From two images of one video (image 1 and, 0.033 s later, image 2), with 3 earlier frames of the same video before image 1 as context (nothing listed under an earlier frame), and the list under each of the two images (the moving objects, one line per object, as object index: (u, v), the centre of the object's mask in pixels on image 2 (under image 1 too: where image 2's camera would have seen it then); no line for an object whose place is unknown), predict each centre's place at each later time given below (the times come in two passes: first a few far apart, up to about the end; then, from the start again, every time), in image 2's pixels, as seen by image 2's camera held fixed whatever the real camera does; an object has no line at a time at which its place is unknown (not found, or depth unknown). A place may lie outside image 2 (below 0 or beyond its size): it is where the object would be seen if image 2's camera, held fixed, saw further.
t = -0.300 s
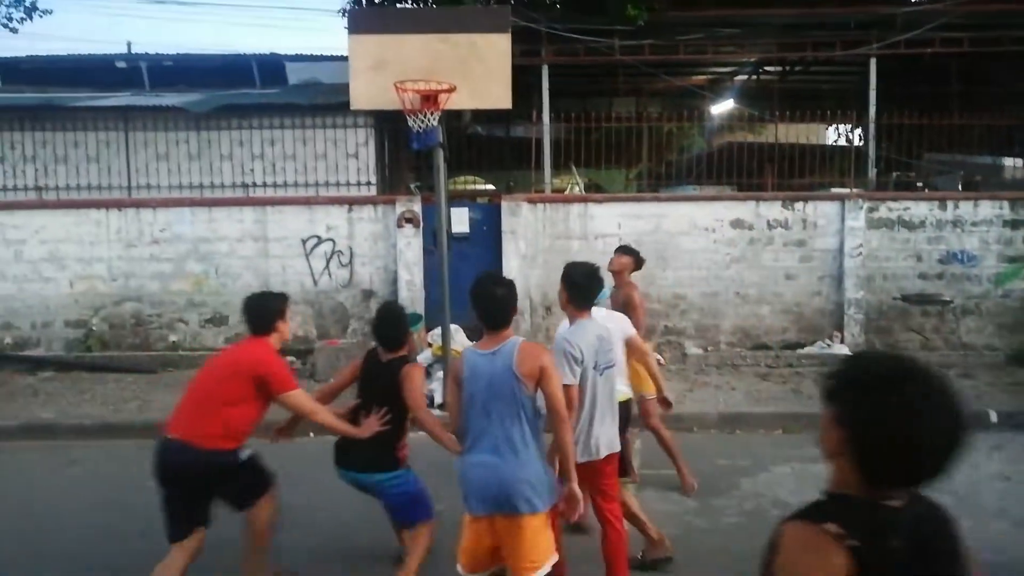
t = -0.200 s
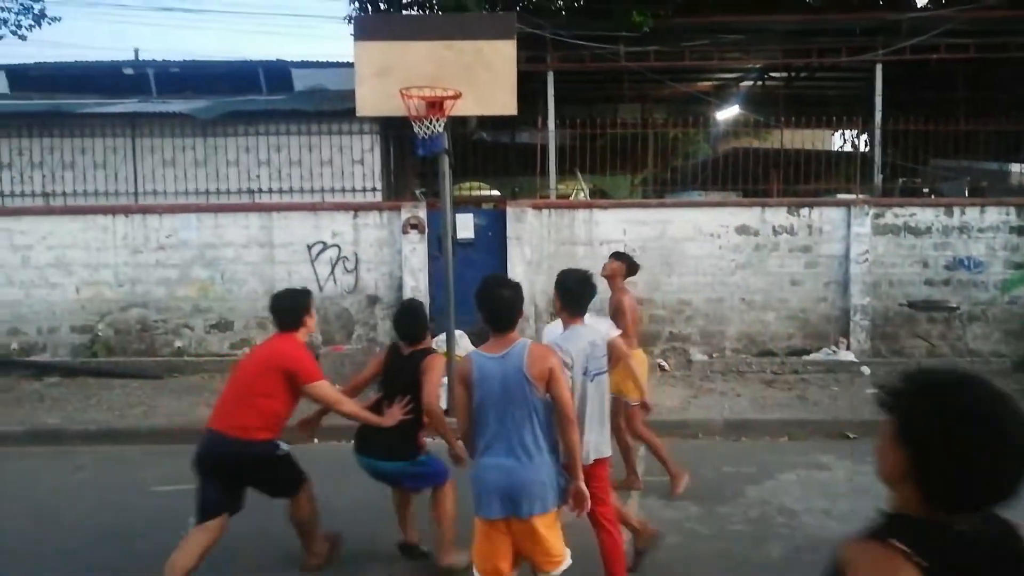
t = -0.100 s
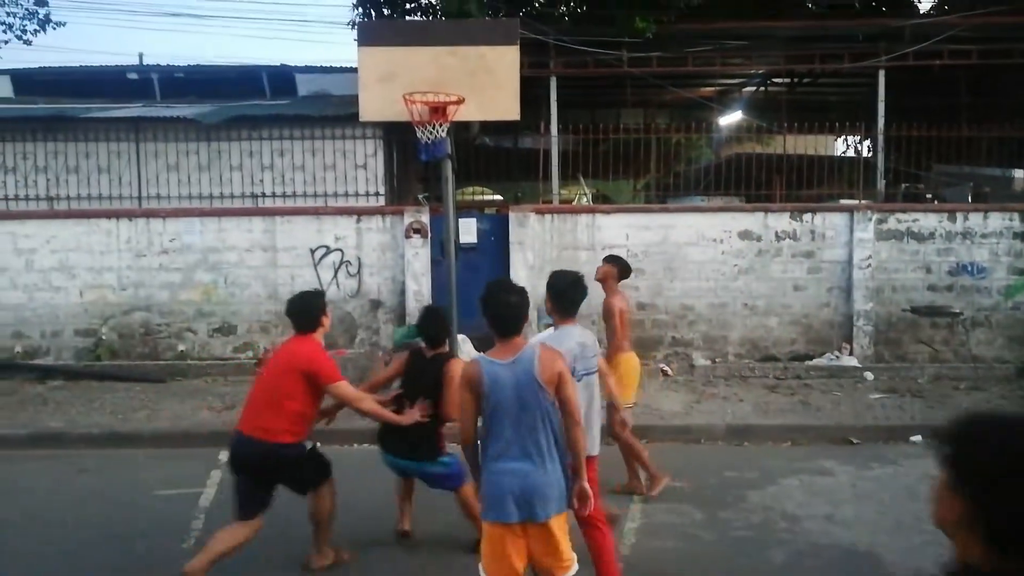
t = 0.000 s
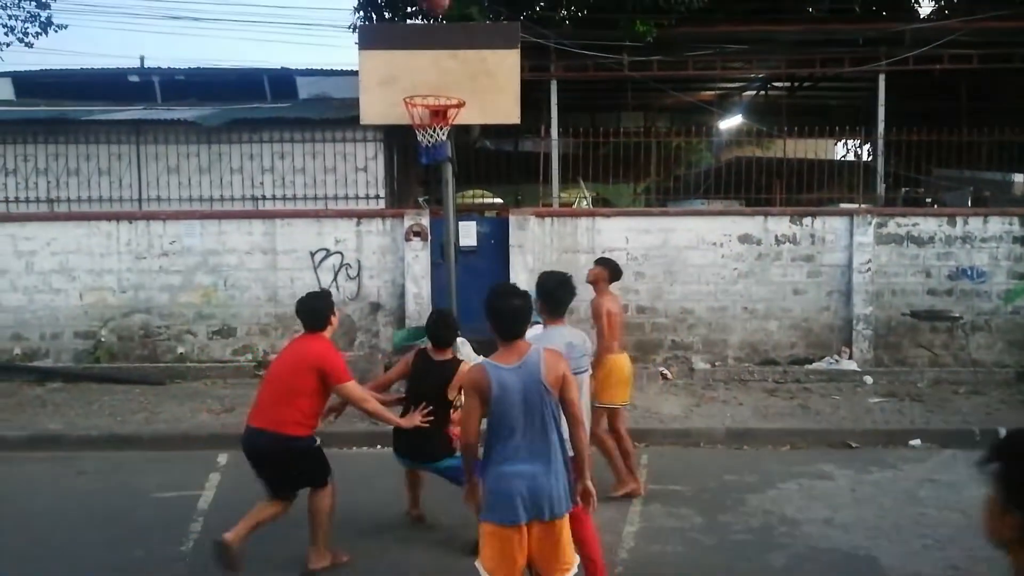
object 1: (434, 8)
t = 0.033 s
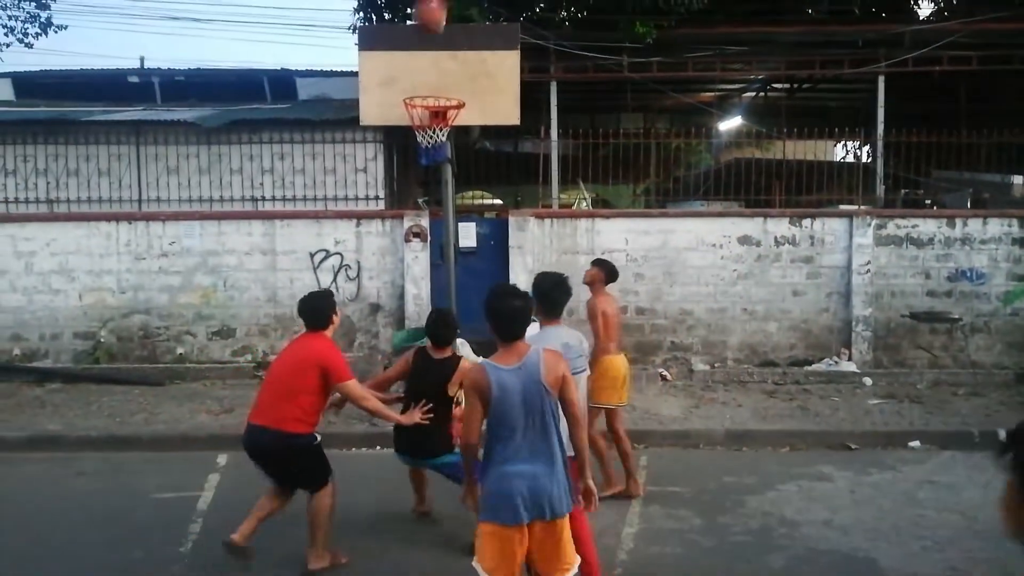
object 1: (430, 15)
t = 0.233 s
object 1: (396, 80)
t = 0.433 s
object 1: (340, 98)
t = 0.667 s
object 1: (255, 213)
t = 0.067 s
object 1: (427, 35)
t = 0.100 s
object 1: (423, 56)
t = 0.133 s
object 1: (420, 82)
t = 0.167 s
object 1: (414, 86)
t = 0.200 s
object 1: (406, 83)
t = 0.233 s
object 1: (396, 80)
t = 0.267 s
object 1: (387, 80)
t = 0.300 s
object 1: (377, 81)
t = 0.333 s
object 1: (368, 83)
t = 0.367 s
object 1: (358, 86)
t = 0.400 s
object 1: (349, 91)
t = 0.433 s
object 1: (340, 98)
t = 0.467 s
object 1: (329, 108)
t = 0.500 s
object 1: (317, 119)
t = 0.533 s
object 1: (305, 133)
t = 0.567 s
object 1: (293, 148)
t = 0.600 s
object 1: (280, 168)
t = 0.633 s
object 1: (267, 188)
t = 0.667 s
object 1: (255, 213)
